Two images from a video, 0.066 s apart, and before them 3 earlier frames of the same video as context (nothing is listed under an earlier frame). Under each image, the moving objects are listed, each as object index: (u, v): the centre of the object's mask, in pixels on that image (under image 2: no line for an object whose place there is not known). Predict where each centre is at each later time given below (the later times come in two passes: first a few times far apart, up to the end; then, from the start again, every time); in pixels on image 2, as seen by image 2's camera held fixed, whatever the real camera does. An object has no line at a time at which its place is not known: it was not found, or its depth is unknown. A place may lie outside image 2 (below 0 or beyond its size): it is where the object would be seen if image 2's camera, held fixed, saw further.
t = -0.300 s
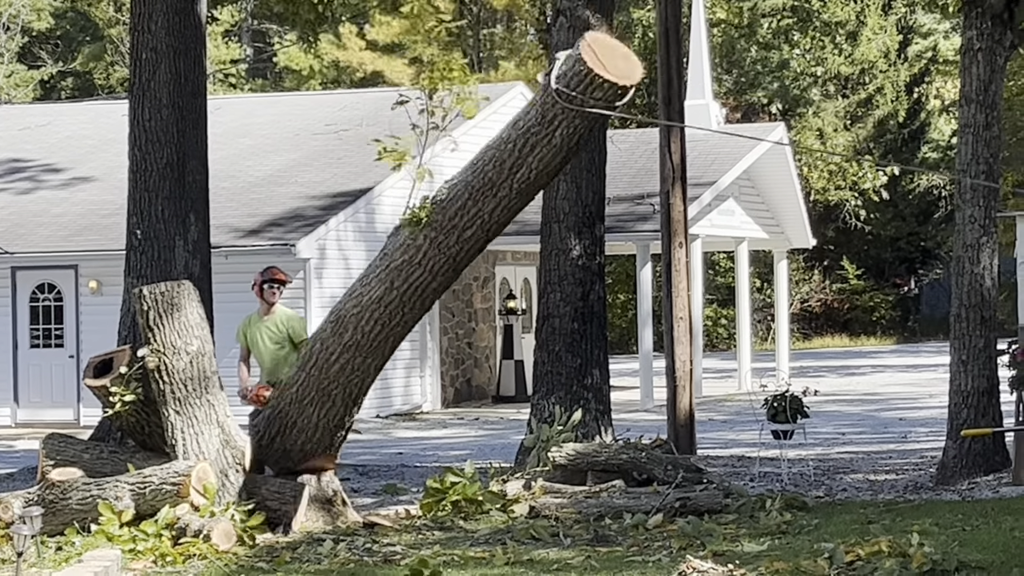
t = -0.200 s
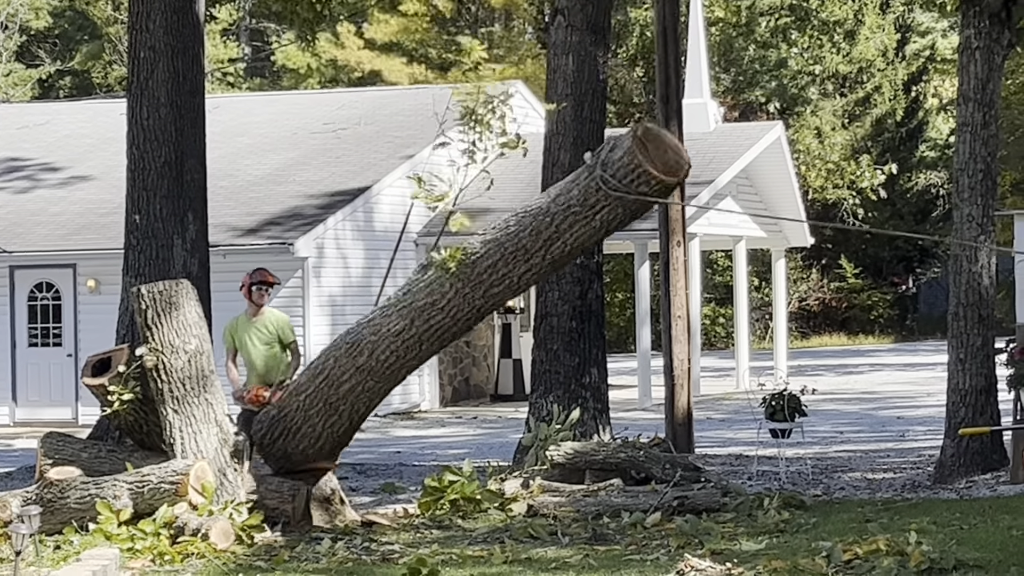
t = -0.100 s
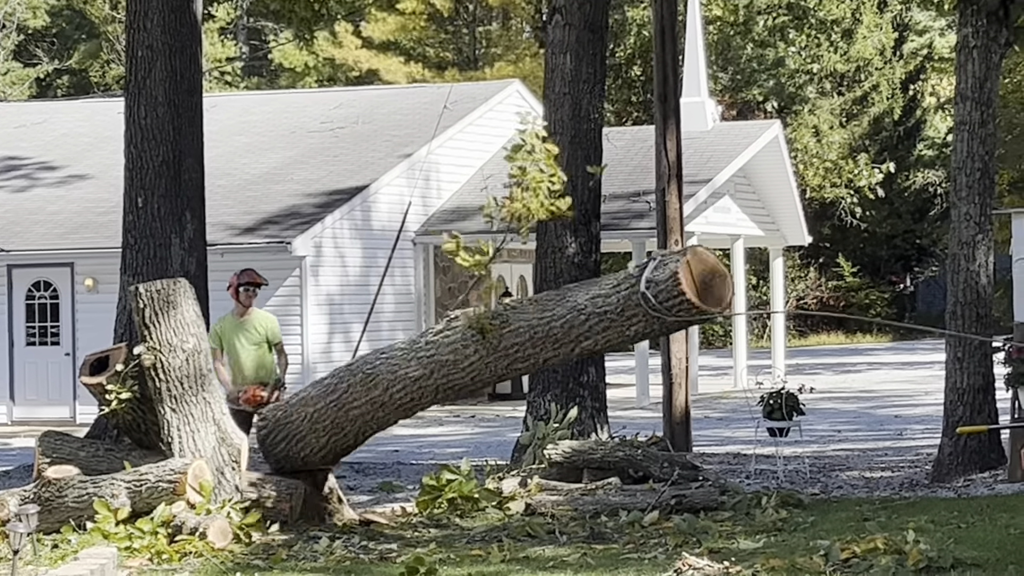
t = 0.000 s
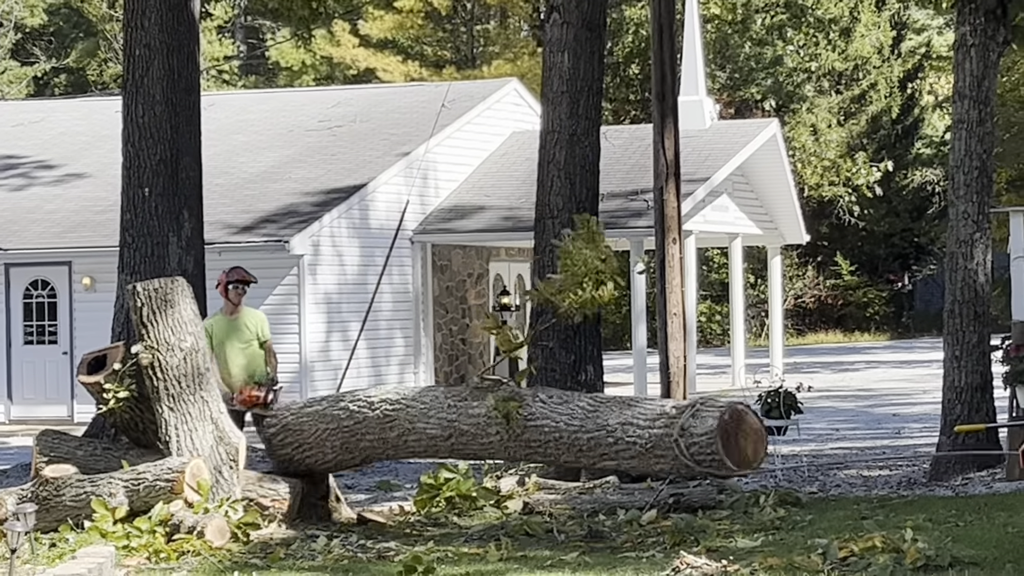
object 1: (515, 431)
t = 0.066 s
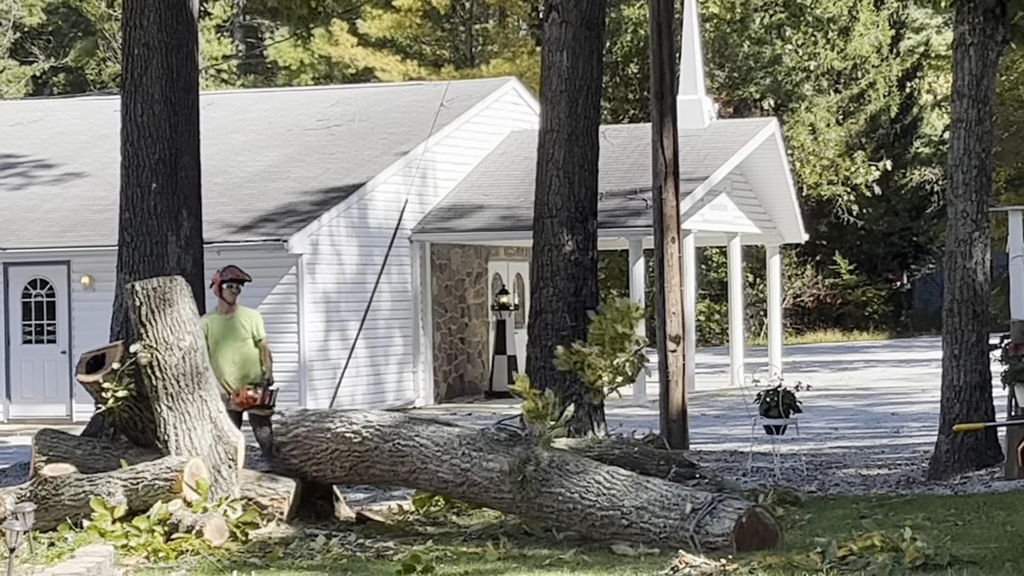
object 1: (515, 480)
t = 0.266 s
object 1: (539, 496)
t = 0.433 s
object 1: (529, 493)
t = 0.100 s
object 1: (526, 488)
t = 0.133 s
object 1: (527, 496)
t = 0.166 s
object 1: (527, 498)
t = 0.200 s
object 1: (534, 497)
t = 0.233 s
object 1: (537, 498)
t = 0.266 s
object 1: (539, 496)
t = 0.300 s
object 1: (538, 495)
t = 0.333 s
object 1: (537, 494)
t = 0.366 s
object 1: (537, 494)
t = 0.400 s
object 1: (523, 492)
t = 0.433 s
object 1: (529, 493)
